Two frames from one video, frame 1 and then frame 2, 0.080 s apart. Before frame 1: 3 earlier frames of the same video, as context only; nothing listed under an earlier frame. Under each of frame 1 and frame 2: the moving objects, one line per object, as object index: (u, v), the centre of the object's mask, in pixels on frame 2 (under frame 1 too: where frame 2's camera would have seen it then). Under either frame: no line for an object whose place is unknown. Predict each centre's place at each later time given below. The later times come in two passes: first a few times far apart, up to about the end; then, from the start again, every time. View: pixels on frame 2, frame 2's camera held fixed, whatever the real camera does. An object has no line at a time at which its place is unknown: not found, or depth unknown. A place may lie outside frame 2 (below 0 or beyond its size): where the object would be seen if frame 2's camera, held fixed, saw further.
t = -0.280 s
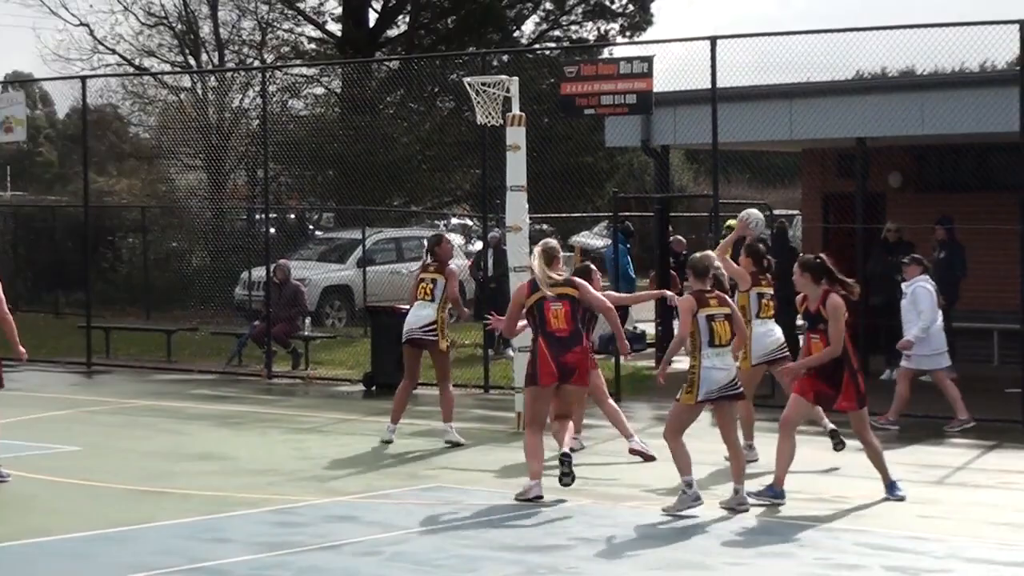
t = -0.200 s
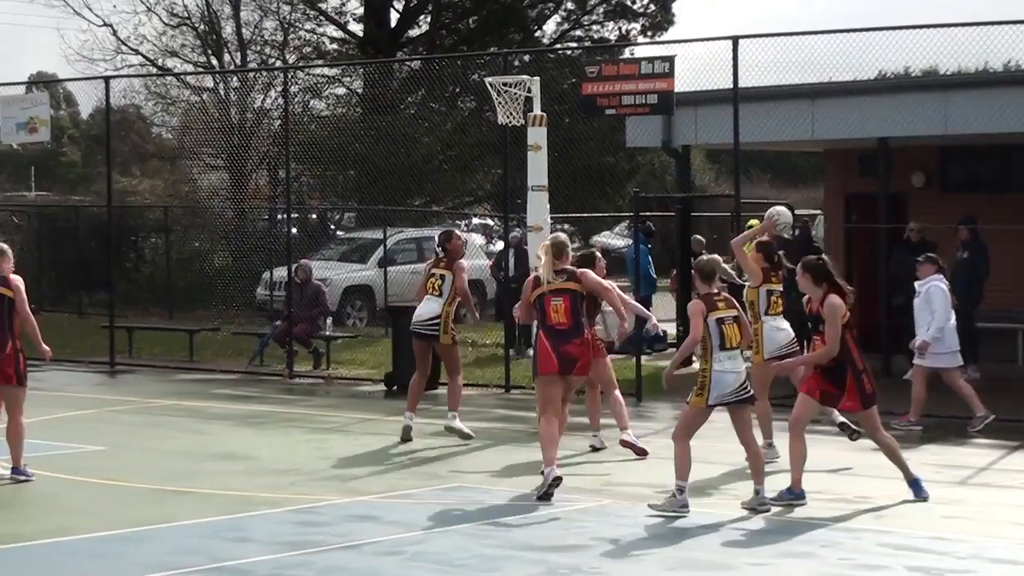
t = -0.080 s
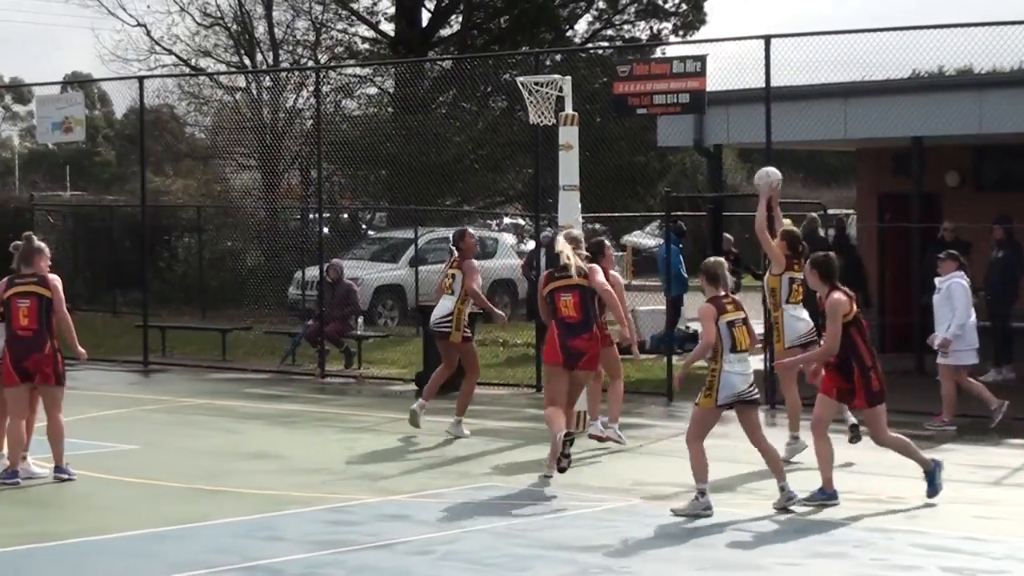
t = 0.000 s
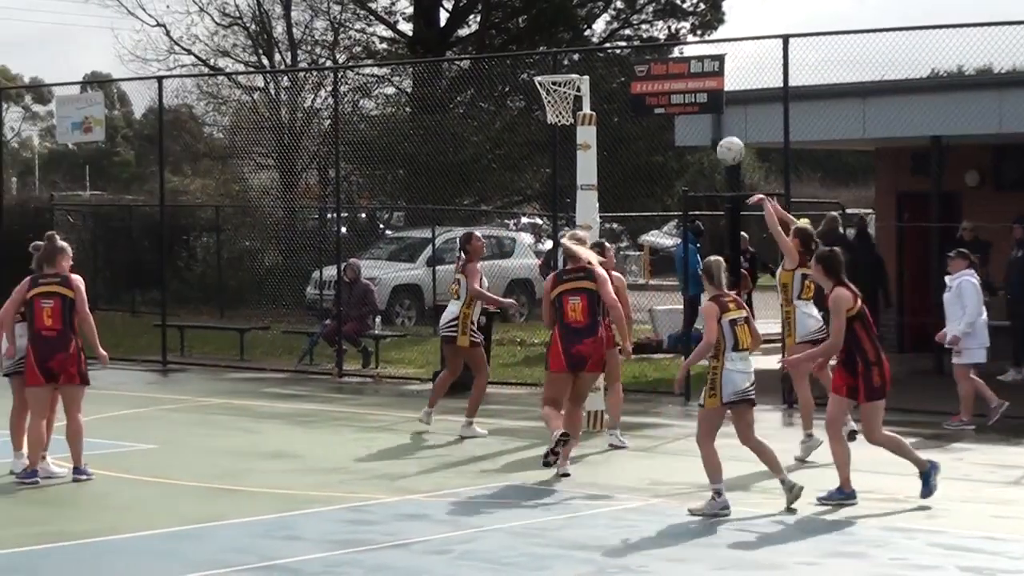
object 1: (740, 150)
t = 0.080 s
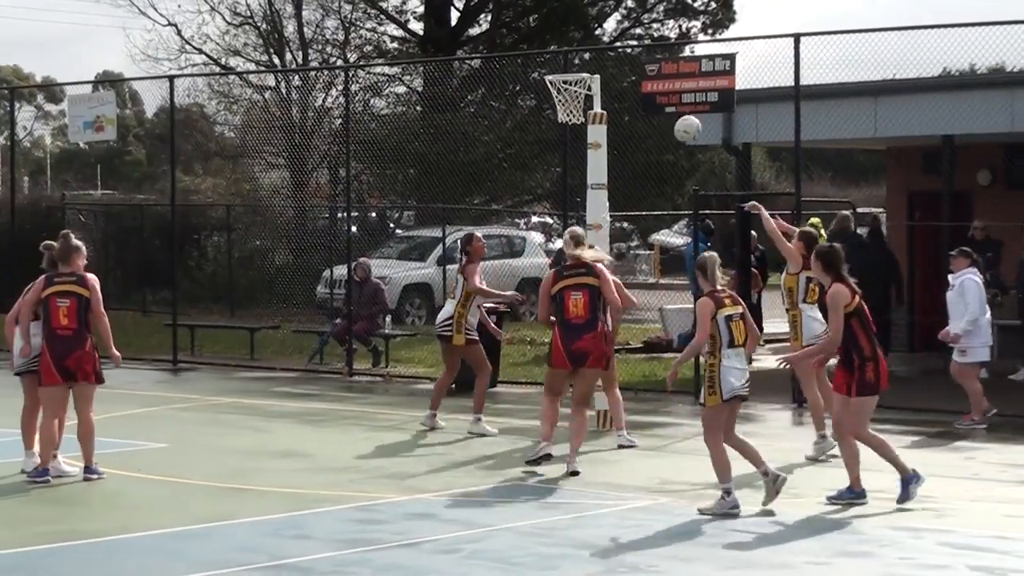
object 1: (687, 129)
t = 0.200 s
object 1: (614, 114)
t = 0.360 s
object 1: (520, 124)
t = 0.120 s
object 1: (662, 122)
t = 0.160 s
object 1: (637, 117)
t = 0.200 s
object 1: (614, 114)
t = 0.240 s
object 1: (588, 114)
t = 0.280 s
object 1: (565, 116)
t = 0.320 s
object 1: (542, 119)
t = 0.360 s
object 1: (520, 124)
